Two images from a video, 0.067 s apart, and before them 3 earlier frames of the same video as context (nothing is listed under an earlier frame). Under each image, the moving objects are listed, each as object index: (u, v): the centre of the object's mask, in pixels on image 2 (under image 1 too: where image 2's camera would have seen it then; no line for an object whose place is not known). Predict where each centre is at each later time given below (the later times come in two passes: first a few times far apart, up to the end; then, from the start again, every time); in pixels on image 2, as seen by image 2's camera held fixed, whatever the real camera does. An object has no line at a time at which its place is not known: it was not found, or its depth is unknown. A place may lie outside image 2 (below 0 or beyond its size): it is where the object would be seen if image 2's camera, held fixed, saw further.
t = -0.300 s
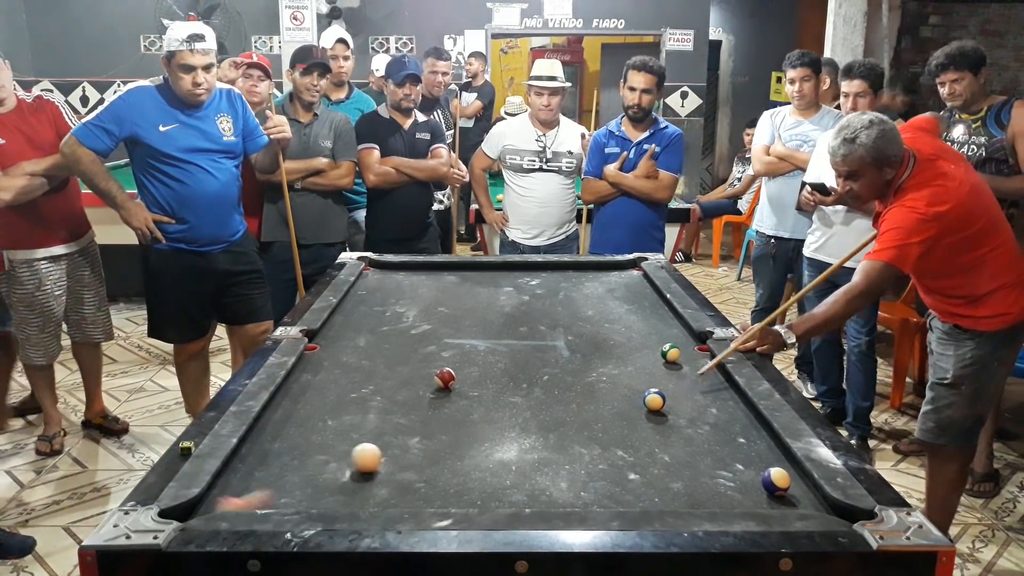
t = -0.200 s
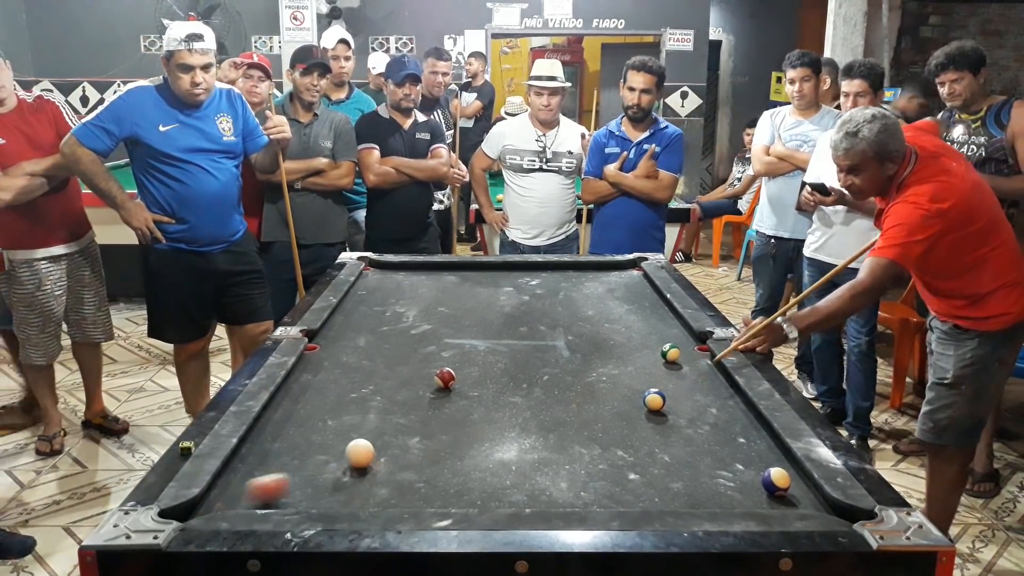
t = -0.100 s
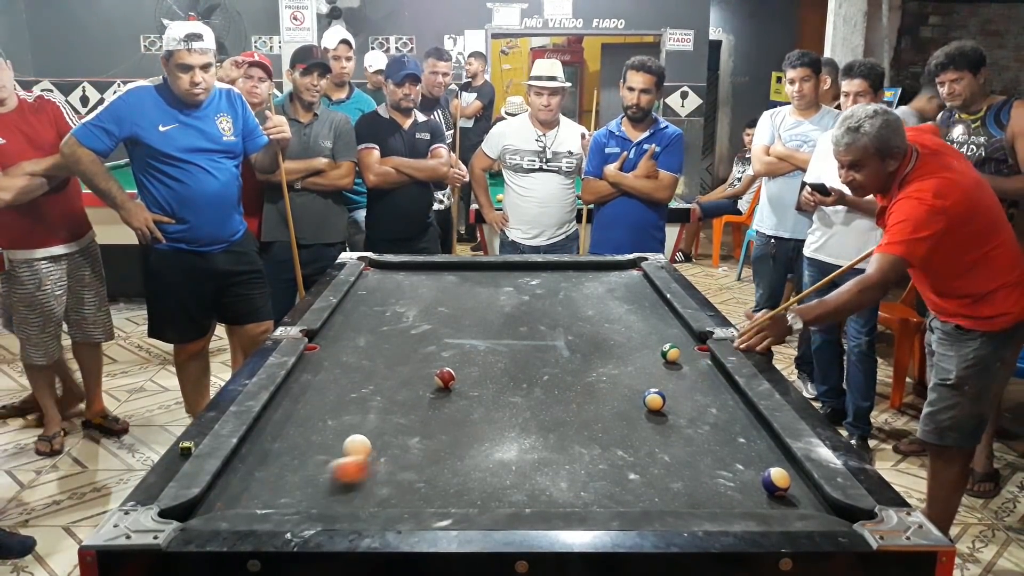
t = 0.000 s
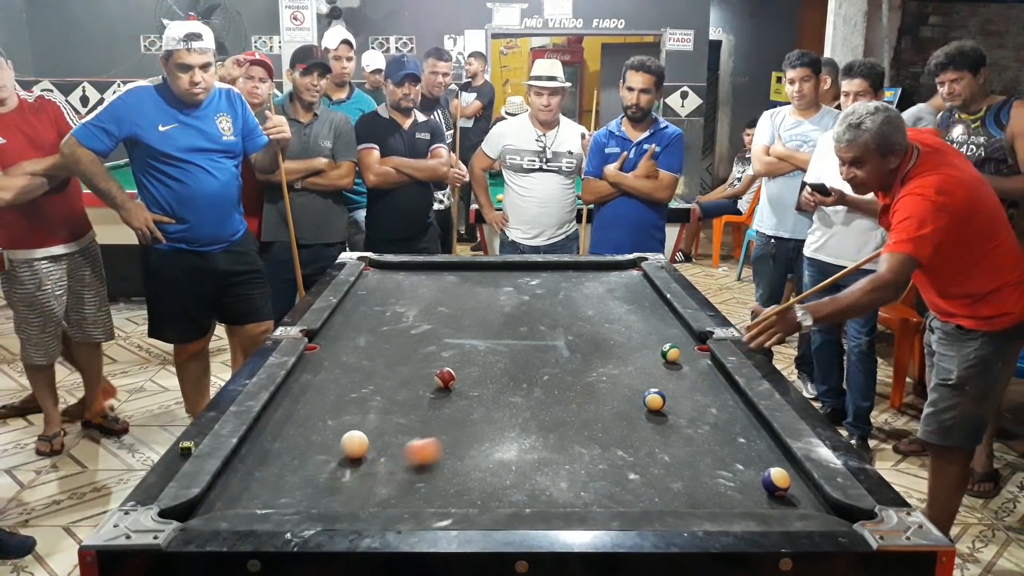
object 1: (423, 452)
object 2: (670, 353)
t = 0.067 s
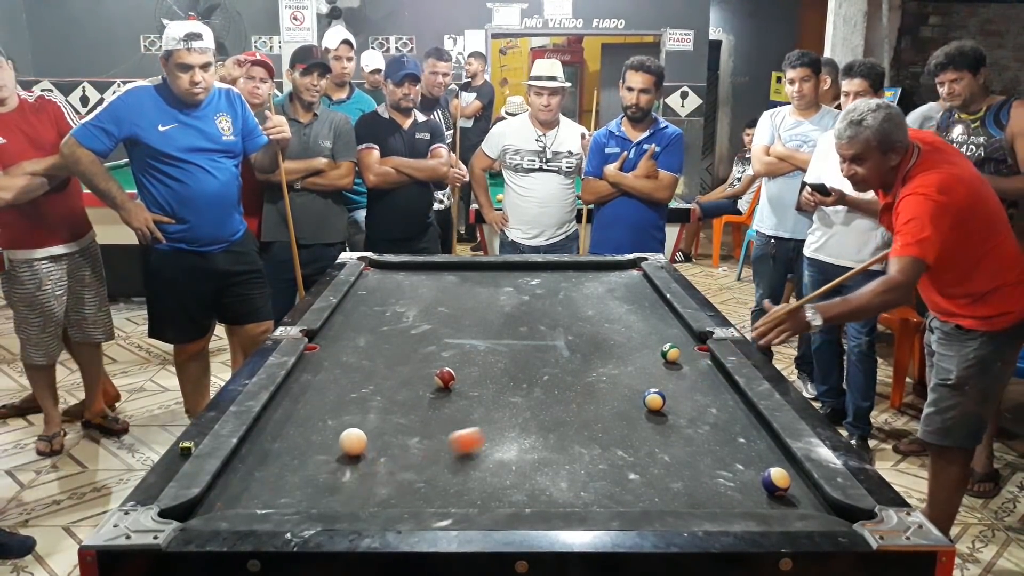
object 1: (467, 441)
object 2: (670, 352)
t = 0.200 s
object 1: (547, 423)
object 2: (670, 352)
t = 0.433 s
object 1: (633, 398)
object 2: (670, 353)
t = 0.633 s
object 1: (649, 386)
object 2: (670, 353)
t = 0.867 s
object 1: (666, 371)
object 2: (670, 352)
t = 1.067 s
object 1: (674, 361)
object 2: (669, 349)
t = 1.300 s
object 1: (690, 356)
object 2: (664, 346)
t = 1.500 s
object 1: (702, 354)
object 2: (659, 341)
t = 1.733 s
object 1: (695, 354)
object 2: (655, 336)
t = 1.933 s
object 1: (689, 354)
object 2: (653, 332)
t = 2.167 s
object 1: (686, 354)
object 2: (651, 329)
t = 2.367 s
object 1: (685, 354)
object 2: (650, 326)
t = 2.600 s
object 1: (685, 354)
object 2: (649, 324)
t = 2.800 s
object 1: (685, 354)
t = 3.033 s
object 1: (685, 354)
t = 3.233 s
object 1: (685, 354)
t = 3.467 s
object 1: (685, 354)
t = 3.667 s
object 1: (685, 354)
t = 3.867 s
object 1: (685, 354)
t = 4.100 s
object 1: (685, 354)
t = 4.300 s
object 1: (685, 354)
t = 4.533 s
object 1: (684, 354)
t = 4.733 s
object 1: (685, 354)
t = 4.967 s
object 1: (685, 354)
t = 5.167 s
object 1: (685, 354)
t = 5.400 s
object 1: (685, 354)
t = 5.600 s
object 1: (685, 354)
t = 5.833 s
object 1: (685, 354)
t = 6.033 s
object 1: (685, 354)
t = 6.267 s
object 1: (684, 354)
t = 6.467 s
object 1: (685, 354)
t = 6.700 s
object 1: (685, 354)
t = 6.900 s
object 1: (685, 354)
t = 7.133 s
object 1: (685, 354)
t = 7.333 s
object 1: (685, 354)
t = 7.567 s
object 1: (685, 354)
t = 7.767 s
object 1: (685, 354)
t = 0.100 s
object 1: (488, 436)
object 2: (670, 353)
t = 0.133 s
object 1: (508, 431)
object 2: (670, 352)
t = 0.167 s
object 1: (529, 427)
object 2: (670, 352)
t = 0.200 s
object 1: (547, 423)
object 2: (670, 352)
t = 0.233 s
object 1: (566, 418)
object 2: (670, 352)
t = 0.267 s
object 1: (584, 414)
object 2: (670, 352)
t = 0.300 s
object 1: (602, 410)
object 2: (670, 352)
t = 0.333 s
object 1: (619, 406)
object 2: (670, 352)
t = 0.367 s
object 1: (632, 402)
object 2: (670, 352)
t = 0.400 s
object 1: (632, 400)
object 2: (670, 353)
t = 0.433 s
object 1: (633, 398)
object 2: (670, 353)
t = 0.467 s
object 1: (635, 396)
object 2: (670, 353)
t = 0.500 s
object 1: (638, 394)
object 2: (670, 353)
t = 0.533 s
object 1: (641, 392)
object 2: (670, 353)
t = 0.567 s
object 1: (643, 389)
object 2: (670, 353)
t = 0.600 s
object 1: (646, 388)
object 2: (670, 353)
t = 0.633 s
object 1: (649, 386)
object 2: (670, 353)
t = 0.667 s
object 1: (652, 384)
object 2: (670, 352)
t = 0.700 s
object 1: (654, 382)
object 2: (670, 352)
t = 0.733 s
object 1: (657, 380)
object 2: (670, 352)
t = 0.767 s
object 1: (658, 377)
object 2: (670, 352)
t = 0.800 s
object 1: (660, 372)
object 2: (670, 352)
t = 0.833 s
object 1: (664, 370)
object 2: (670, 352)
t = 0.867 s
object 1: (666, 371)
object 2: (670, 352)
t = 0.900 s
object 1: (666, 370)
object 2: (671, 352)
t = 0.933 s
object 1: (668, 369)
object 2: (671, 352)
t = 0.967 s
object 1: (670, 366)
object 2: (670, 351)
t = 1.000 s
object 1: (672, 364)
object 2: (670, 350)
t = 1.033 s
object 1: (673, 362)
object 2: (670, 349)
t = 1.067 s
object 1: (674, 361)
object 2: (669, 349)
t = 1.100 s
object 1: (674, 359)
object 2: (668, 349)
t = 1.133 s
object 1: (677, 358)
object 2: (667, 350)
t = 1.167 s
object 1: (680, 358)
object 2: (667, 349)
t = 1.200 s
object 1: (683, 357)
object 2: (667, 349)
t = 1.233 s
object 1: (685, 357)
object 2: (666, 348)
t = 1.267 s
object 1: (688, 357)
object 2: (665, 347)
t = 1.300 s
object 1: (690, 356)
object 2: (664, 346)
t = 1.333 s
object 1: (692, 356)
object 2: (663, 345)
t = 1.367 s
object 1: (694, 356)
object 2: (662, 344)
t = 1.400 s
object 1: (697, 355)
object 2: (662, 344)
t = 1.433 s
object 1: (699, 354)
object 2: (661, 343)
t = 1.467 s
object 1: (701, 354)
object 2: (660, 342)
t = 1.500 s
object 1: (702, 354)
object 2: (659, 341)
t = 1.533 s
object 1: (701, 353)
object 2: (658, 340)
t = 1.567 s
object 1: (700, 354)
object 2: (658, 339)
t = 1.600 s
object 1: (699, 354)
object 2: (657, 338)
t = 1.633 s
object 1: (698, 353)
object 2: (657, 338)
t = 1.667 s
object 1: (697, 353)
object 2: (656, 337)
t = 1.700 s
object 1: (696, 353)
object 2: (656, 336)
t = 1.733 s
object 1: (695, 354)
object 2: (655, 336)
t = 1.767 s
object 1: (694, 354)
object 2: (655, 335)
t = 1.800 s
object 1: (693, 354)
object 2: (654, 334)
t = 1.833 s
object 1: (692, 354)
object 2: (654, 334)
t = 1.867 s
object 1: (691, 354)
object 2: (654, 333)
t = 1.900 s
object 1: (690, 354)
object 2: (653, 332)
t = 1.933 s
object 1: (689, 354)
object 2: (653, 332)
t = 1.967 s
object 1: (689, 354)
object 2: (653, 331)
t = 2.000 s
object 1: (688, 354)
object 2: (652, 331)
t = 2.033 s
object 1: (688, 354)
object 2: (652, 330)
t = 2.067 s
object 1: (687, 354)
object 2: (652, 330)
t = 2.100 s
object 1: (687, 354)
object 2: (651, 329)
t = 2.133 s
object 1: (686, 354)
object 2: (651, 329)
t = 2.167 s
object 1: (686, 354)
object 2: (651, 329)
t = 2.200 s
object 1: (686, 354)
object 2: (651, 328)
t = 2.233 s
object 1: (685, 354)
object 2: (650, 328)
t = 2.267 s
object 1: (685, 354)
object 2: (650, 327)
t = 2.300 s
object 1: (685, 354)
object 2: (650, 327)
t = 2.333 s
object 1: (685, 354)
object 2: (650, 327)
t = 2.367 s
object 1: (685, 354)
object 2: (650, 326)
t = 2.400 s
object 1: (685, 354)
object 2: (650, 326)
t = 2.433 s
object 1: (685, 354)
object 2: (649, 326)
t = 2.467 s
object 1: (685, 354)
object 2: (649, 325)
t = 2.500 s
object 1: (685, 354)
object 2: (649, 325)
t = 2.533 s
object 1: (685, 354)
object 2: (649, 325)
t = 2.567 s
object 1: (685, 354)
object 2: (649, 324)
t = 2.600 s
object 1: (685, 354)
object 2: (649, 324)
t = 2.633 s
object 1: (685, 354)
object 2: (649, 324)
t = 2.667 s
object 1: (685, 354)
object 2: (649, 324)
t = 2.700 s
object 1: (685, 354)
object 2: (648, 324)
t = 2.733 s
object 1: (685, 354)
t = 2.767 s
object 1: (685, 354)
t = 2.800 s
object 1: (685, 354)
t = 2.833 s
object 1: (685, 354)
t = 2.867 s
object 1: (685, 354)
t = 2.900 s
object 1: (685, 354)
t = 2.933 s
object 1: (685, 354)
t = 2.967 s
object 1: (685, 354)
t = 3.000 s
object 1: (685, 354)
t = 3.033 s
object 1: (685, 354)
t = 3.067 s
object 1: (685, 354)
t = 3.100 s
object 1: (685, 354)
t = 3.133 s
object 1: (685, 354)
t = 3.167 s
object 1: (685, 354)
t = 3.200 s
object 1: (685, 354)
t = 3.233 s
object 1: (685, 354)
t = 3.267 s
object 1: (685, 354)
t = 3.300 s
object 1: (685, 354)
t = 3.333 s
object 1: (685, 354)
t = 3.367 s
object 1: (685, 354)
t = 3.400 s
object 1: (685, 354)
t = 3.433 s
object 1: (685, 354)
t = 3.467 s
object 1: (685, 354)
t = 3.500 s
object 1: (685, 354)
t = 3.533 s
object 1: (685, 354)
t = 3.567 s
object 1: (685, 354)
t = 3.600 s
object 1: (685, 354)
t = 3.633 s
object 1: (685, 354)
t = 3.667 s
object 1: (685, 354)
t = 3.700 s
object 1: (684, 354)
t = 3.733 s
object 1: (685, 354)
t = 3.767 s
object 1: (685, 354)
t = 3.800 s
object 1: (685, 354)
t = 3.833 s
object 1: (685, 354)
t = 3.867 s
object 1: (685, 354)
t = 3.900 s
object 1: (685, 354)
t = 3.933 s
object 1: (685, 354)
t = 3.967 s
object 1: (685, 354)
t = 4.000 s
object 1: (685, 354)
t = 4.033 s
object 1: (685, 354)
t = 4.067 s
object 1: (685, 354)
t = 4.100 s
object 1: (685, 354)
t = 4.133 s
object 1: (685, 354)
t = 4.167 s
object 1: (685, 354)
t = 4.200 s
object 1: (685, 354)
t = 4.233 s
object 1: (685, 354)
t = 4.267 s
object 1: (685, 354)
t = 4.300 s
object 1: (685, 354)
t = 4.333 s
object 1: (685, 354)
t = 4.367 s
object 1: (685, 354)
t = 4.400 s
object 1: (684, 354)
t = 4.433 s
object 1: (684, 354)
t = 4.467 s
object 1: (685, 354)
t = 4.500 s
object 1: (684, 354)
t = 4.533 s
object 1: (684, 354)
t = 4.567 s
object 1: (685, 354)
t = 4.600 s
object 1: (684, 354)
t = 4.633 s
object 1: (684, 354)
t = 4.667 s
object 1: (685, 354)
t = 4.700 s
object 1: (685, 354)
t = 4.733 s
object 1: (685, 354)
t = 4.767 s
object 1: (685, 354)
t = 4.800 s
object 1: (685, 354)
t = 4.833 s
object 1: (684, 354)
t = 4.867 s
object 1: (685, 354)
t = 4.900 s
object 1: (685, 354)
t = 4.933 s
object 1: (685, 354)
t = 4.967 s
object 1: (685, 354)
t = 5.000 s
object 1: (684, 354)
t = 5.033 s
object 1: (685, 354)
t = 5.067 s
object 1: (685, 354)
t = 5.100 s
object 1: (685, 354)
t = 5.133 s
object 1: (684, 354)
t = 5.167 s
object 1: (685, 354)
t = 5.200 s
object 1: (685, 354)
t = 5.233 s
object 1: (685, 354)
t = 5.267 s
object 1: (685, 354)
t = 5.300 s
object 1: (685, 354)
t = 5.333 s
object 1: (685, 354)
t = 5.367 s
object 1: (685, 354)
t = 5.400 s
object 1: (685, 354)
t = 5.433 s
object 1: (685, 354)
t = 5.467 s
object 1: (685, 354)
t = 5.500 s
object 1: (685, 354)
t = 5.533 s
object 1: (685, 354)
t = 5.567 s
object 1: (684, 354)
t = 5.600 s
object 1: (685, 354)
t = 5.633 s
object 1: (685, 354)
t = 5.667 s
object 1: (684, 354)
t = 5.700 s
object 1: (685, 354)
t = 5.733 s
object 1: (685, 354)
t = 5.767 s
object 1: (685, 354)
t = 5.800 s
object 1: (685, 354)
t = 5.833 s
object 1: (685, 354)
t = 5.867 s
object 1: (685, 354)
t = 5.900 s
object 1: (685, 354)
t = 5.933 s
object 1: (685, 354)
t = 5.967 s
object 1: (685, 354)
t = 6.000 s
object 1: (685, 354)
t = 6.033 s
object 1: (685, 354)
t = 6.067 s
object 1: (685, 354)
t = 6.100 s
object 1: (685, 354)
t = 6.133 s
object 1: (685, 355)
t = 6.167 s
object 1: (685, 354)
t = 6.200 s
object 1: (684, 354)
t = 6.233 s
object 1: (684, 354)
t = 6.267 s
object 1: (684, 354)
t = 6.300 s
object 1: (684, 354)
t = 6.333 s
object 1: (685, 354)
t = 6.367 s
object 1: (685, 354)
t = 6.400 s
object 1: (685, 354)
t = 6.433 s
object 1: (685, 354)
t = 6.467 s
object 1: (685, 354)
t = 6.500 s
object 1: (685, 354)
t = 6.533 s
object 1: (685, 354)
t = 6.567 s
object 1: (685, 354)
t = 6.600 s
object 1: (685, 354)
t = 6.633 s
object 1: (685, 354)
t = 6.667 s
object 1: (685, 354)
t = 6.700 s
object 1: (685, 354)
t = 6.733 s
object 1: (685, 354)
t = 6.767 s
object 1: (685, 354)
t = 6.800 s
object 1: (685, 354)
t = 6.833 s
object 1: (685, 354)
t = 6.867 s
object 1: (685, 354)
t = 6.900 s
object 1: (685, 354)
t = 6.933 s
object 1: (684, 354)
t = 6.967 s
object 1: (684, 354)
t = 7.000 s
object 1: (685, 354)
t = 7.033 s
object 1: (685, 354)
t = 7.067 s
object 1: (685, 354)
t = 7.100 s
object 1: (685, 354)
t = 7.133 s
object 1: (685, 354)
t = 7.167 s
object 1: (685, 354)
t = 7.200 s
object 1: (685, 354)
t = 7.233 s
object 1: (684, 354)
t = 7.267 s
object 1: (685, 354)
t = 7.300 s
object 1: (684, 354)
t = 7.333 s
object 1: (685, 354)
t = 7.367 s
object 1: (685, 354)
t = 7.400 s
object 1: (685, 354)
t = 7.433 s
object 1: (685, 354)
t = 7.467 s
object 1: (685, 354)
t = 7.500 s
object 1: (685, 354)
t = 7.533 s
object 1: (685, 354)
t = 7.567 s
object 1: (685, 354)
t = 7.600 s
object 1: (685, 354)
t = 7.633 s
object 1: (685, 354)
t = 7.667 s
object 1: (685, 354)
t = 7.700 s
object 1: (685, 354)
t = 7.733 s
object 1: (685, 354)
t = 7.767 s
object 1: (685, 354)
